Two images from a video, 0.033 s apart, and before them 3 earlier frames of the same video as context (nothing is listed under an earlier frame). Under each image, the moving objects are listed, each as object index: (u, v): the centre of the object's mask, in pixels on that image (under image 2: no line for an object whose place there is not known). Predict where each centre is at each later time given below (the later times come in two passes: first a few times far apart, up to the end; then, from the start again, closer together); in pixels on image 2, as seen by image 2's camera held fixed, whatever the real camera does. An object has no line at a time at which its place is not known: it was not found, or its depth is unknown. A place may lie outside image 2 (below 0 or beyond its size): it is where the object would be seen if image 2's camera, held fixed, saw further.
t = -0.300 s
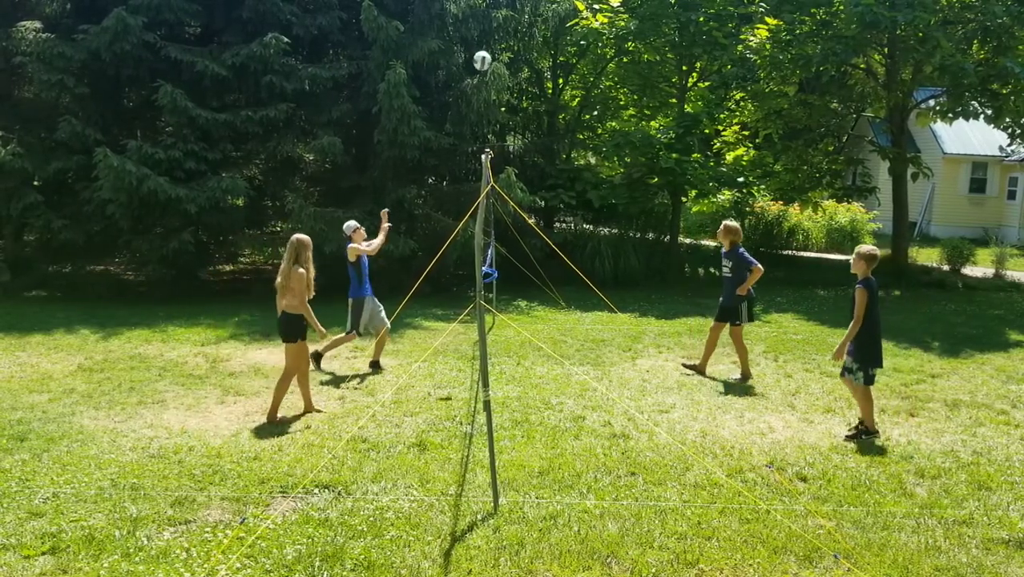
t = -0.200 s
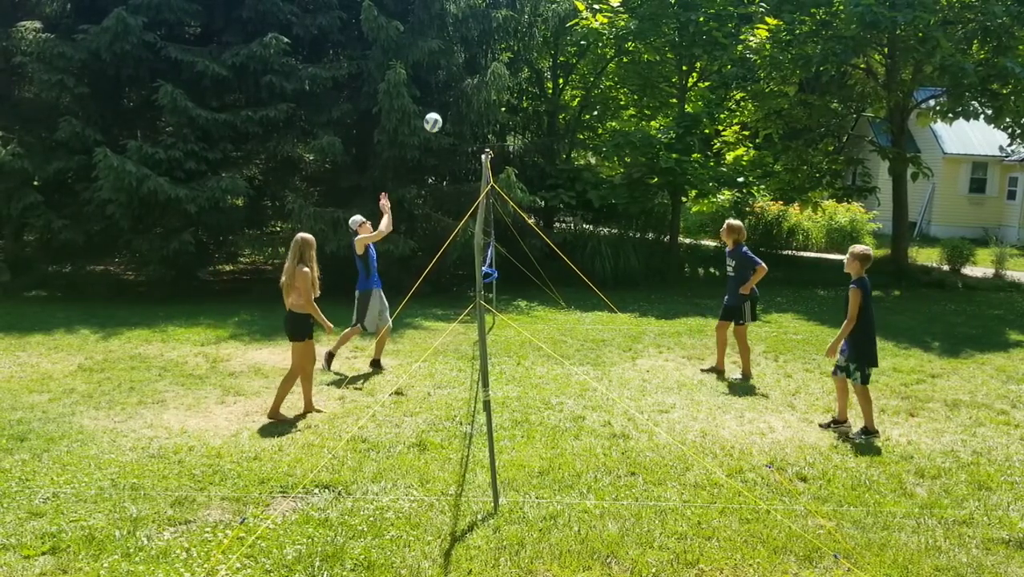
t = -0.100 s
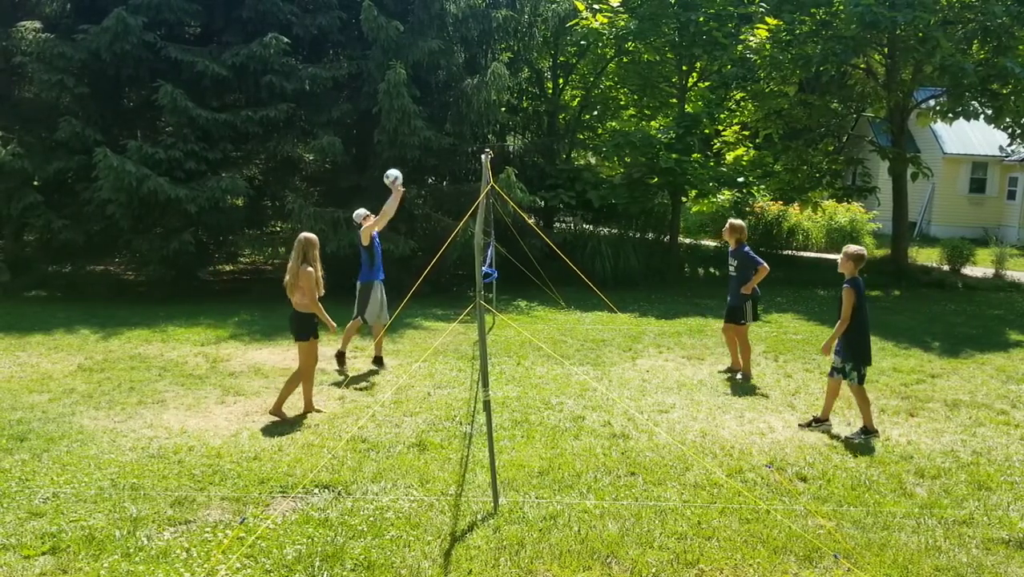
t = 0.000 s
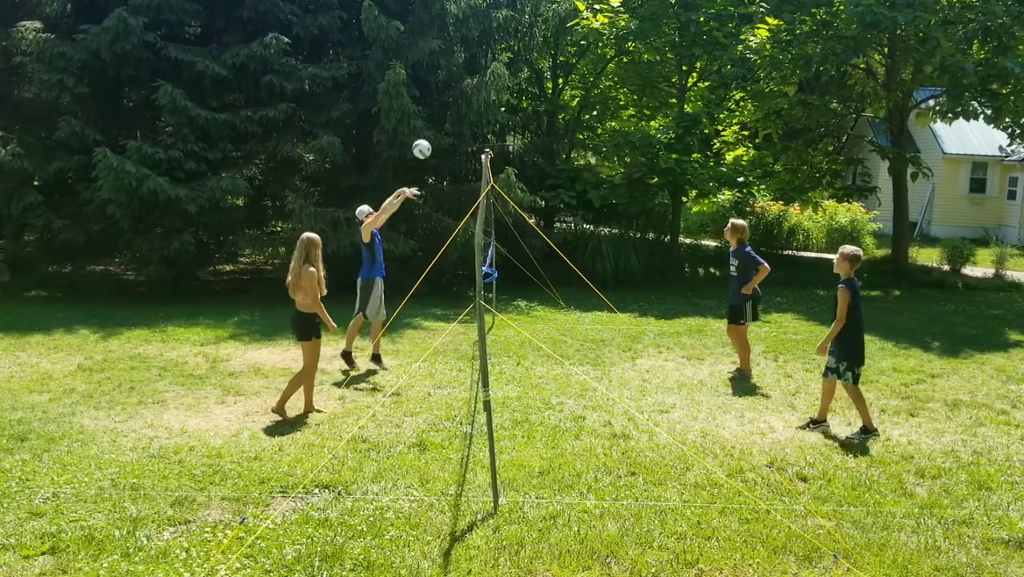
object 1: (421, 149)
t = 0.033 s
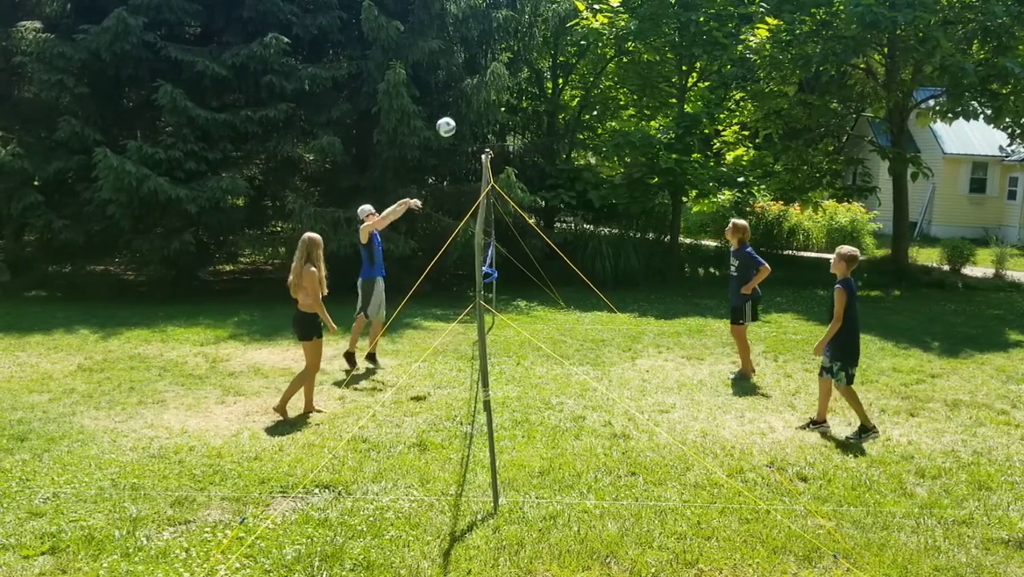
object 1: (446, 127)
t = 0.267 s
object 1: (562, 49)
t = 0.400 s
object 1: (622, 28)
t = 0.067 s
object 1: (461, 113)
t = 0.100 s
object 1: (477, 100)
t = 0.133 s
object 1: (494, 88)
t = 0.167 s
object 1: (511, 77)
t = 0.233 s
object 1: (545, 58)
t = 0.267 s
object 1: (562, 49)
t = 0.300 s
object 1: (579, 42)
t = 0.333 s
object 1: (595, 35)
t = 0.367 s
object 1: (612, 30)
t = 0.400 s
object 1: (622, 28)
